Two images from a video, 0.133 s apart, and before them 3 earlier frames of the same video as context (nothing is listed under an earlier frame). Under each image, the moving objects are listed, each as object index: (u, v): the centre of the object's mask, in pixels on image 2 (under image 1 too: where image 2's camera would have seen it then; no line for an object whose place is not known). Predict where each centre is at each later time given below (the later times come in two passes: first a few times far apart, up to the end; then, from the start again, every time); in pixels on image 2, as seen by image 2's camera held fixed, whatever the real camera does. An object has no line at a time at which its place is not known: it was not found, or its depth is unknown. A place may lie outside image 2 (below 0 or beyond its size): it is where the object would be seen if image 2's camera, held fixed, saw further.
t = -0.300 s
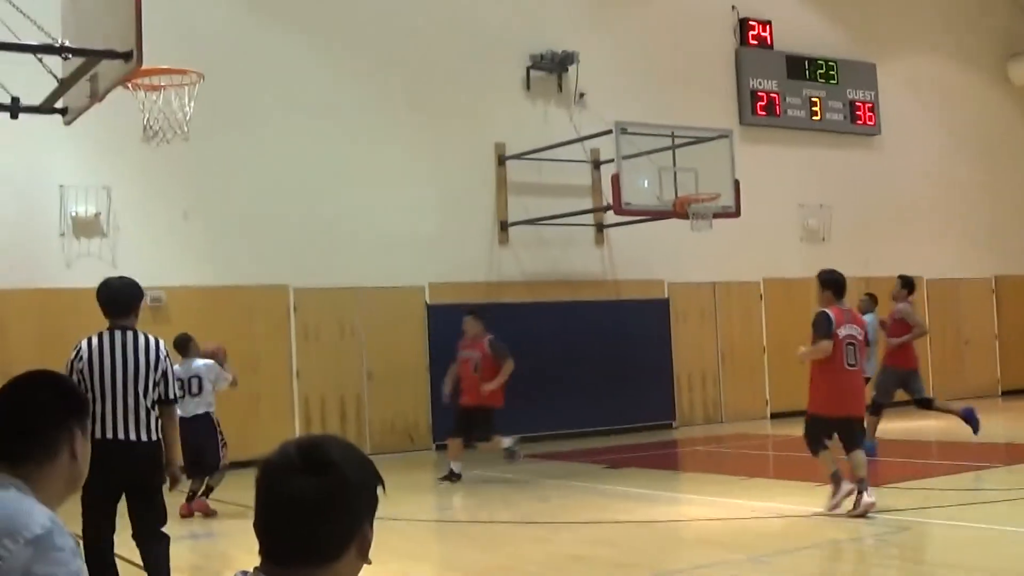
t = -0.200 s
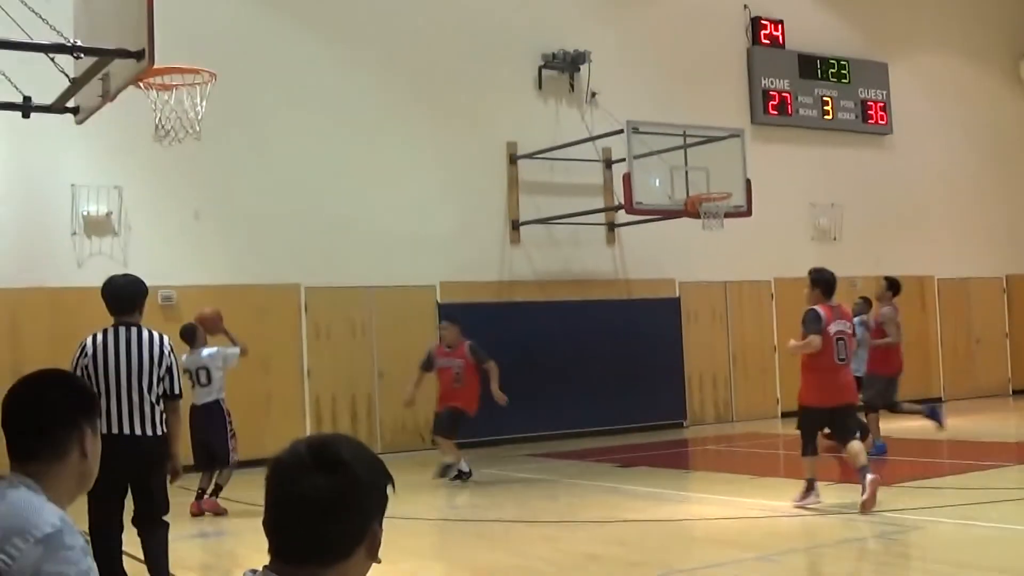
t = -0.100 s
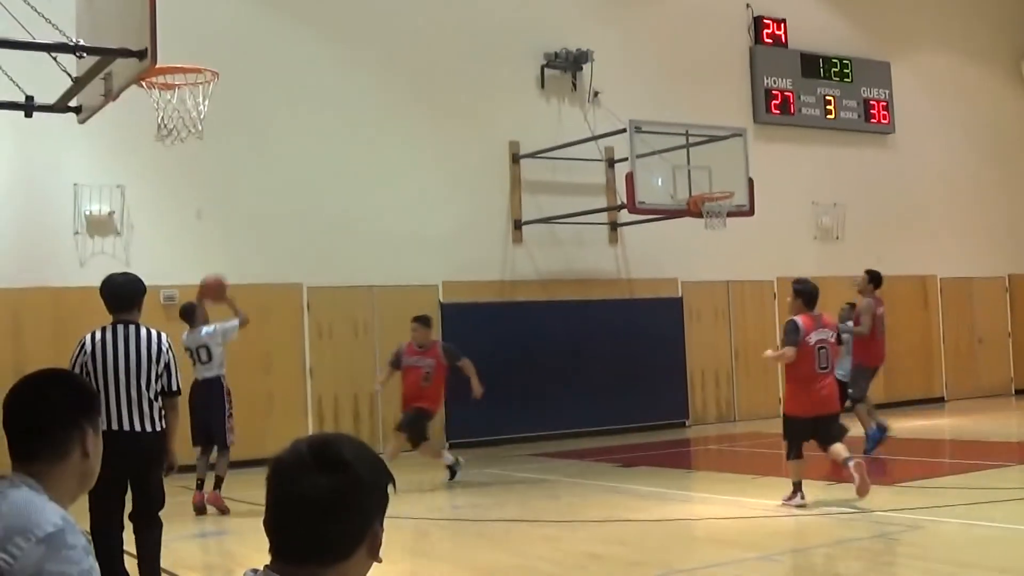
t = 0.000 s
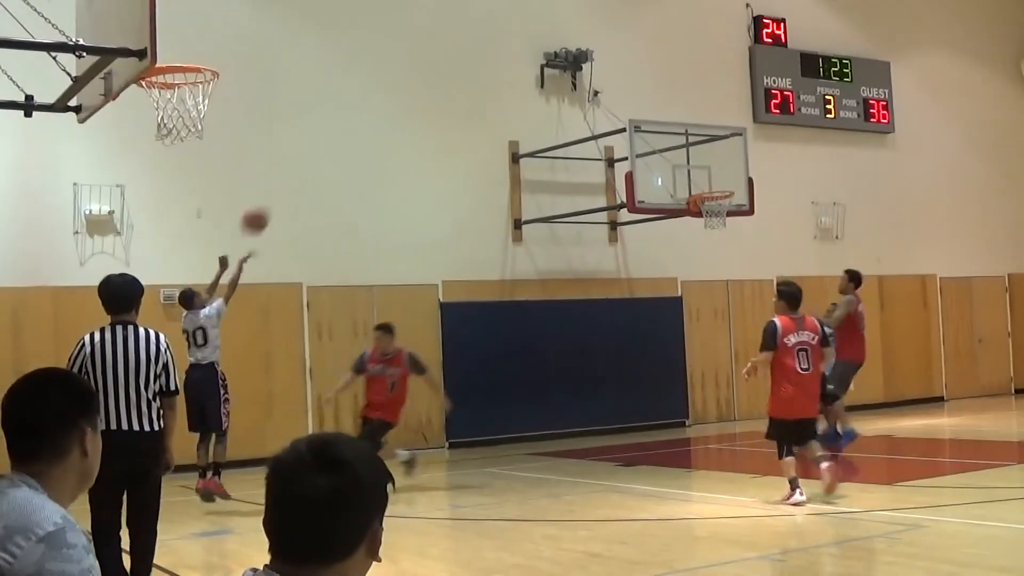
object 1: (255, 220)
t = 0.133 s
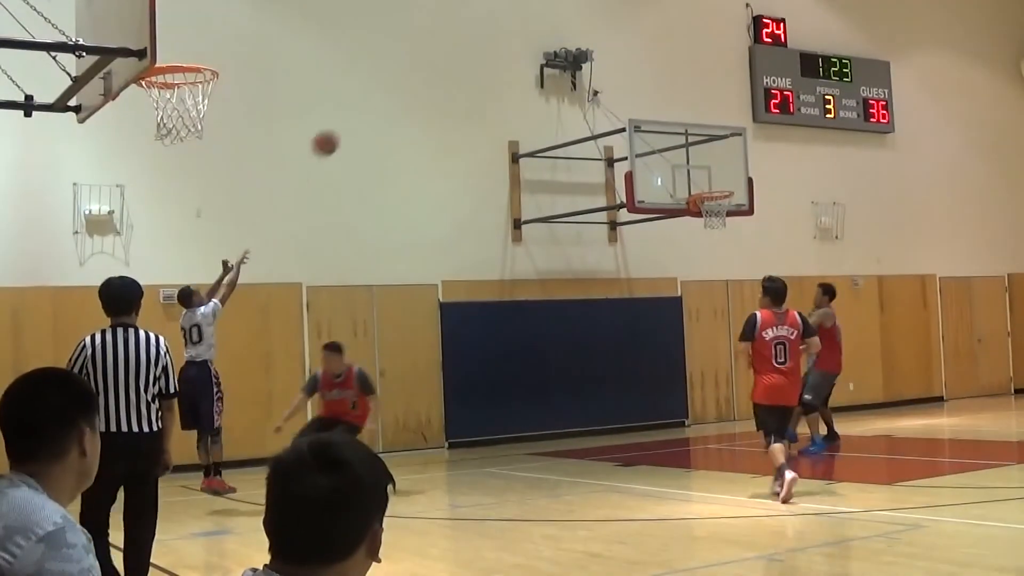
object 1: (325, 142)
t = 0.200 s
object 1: (358, 114)
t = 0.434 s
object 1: (464, 56)
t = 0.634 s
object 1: (543, 51)
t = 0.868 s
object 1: (629, 89)
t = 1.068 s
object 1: (695, 152)
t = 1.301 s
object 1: (693, 166)
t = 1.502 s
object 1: (675, 128)
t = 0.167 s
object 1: (342, 128)
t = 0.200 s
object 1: (358, 114)
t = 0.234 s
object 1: (374, 102)
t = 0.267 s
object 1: (390, 92)
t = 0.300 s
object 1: (405, 82)
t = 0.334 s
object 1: (420, 74)
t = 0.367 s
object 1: (435, 67)
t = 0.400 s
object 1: (449, 61)
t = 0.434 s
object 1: (464, 56)
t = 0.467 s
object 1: (477, 53)
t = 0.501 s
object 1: (491, 50)
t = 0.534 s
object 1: (505, 49)
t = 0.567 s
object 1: (518, 49)
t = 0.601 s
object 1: (531, 49)
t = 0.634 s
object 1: (543, 51)
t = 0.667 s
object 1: (557, 54)
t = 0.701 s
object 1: (567, 58)
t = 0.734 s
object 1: (580, 61)
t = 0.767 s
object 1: (594, 68)
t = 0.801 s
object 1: (605, 74)
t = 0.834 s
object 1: (617, 81)
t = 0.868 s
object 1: (629, 89)
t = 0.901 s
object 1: (640, 98)
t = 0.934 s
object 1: (652, 107)
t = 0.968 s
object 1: (663, 117)
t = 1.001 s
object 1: (673, 128)
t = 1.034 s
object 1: (686, 141)
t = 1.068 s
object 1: (695, 152)
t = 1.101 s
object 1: (706, 166)
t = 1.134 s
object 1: (716, 179)
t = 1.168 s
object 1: (723, 189)
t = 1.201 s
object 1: (709, 186)
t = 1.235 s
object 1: (699, 185)
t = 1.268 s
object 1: (696, 176)
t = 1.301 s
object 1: (693, 166)
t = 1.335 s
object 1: (690, 158)
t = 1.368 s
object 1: (686, 151)
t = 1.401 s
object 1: (684, 143)
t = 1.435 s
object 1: (681, 138)
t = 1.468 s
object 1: (678, 132)
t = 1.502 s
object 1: (675, 128)
